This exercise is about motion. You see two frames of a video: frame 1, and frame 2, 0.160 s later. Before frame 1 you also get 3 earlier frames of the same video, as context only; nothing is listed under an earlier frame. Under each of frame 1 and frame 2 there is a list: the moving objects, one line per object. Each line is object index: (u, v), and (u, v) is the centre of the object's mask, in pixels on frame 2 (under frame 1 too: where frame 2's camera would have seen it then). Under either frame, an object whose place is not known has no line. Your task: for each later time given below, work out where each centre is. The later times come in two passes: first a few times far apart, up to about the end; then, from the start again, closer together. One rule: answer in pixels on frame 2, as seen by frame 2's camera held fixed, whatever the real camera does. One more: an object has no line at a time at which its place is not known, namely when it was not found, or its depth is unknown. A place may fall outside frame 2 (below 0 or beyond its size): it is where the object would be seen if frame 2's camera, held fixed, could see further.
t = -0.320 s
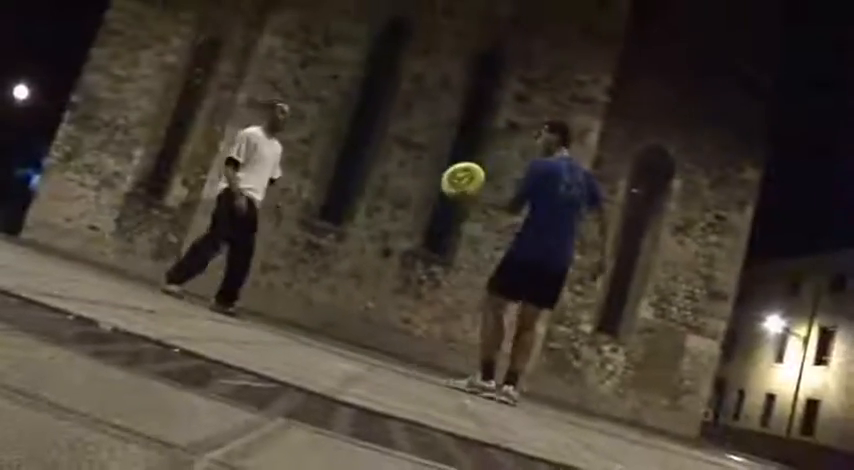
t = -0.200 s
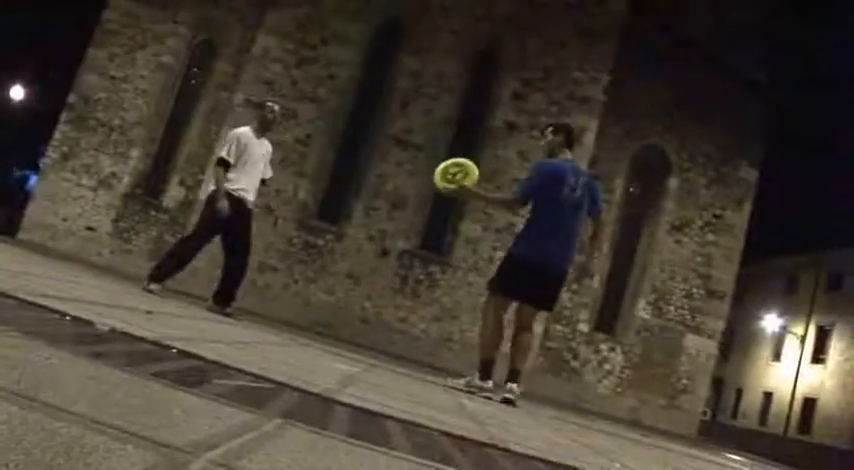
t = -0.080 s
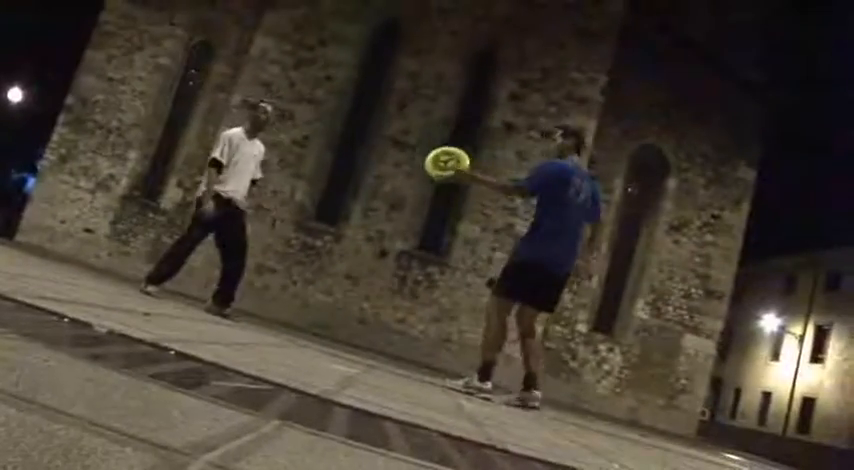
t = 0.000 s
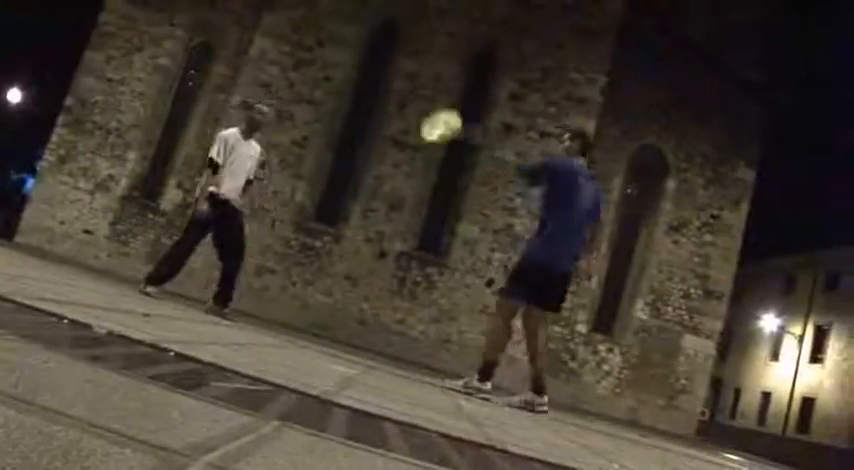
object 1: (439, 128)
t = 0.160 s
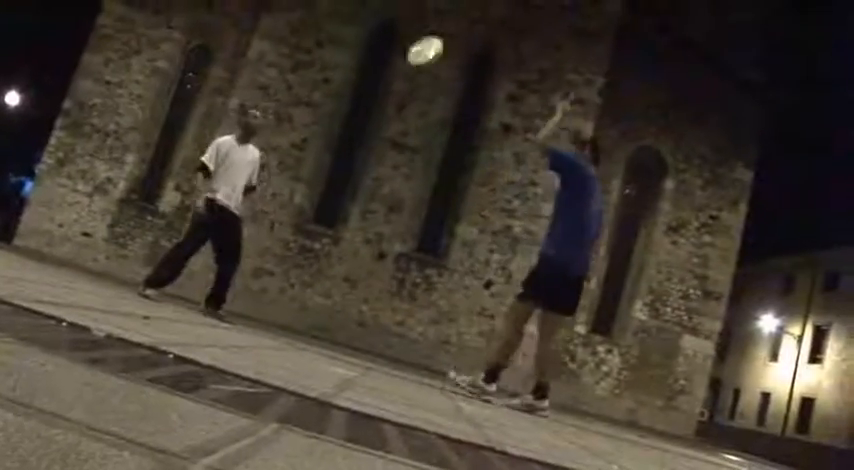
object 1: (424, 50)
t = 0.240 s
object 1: (415, 28)
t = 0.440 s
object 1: (382, 5)
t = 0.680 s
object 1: (325, 25)
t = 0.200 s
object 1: (419, 38)
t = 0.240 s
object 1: (415, 28)
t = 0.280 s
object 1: (410, 20)
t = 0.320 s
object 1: (403, 14)
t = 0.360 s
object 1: (396, 9)
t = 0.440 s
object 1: (382, 5)
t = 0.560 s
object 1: (356, 9)
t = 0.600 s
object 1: (346, 13)
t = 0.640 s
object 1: (336, 18)
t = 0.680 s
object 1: (325, 25)
